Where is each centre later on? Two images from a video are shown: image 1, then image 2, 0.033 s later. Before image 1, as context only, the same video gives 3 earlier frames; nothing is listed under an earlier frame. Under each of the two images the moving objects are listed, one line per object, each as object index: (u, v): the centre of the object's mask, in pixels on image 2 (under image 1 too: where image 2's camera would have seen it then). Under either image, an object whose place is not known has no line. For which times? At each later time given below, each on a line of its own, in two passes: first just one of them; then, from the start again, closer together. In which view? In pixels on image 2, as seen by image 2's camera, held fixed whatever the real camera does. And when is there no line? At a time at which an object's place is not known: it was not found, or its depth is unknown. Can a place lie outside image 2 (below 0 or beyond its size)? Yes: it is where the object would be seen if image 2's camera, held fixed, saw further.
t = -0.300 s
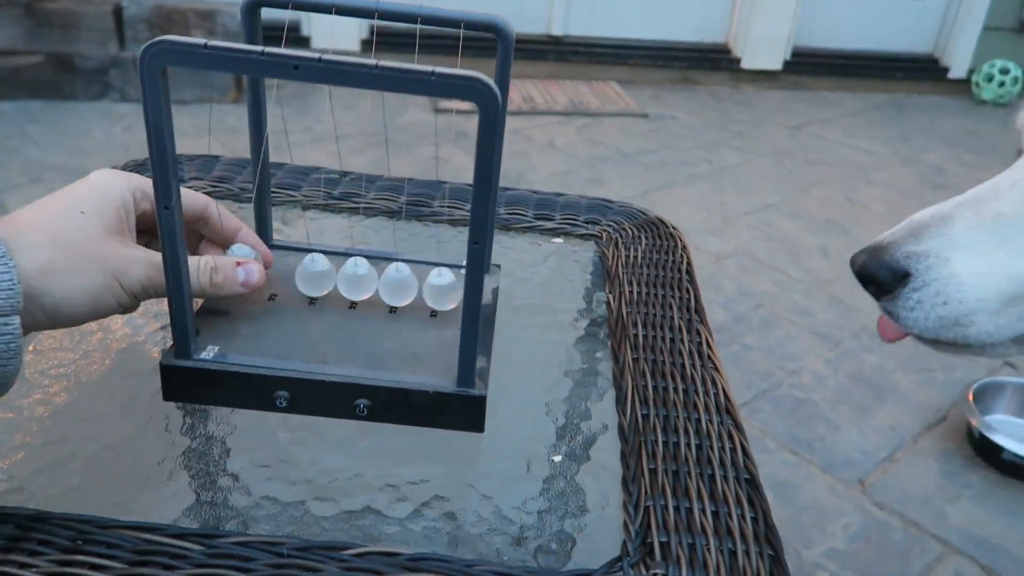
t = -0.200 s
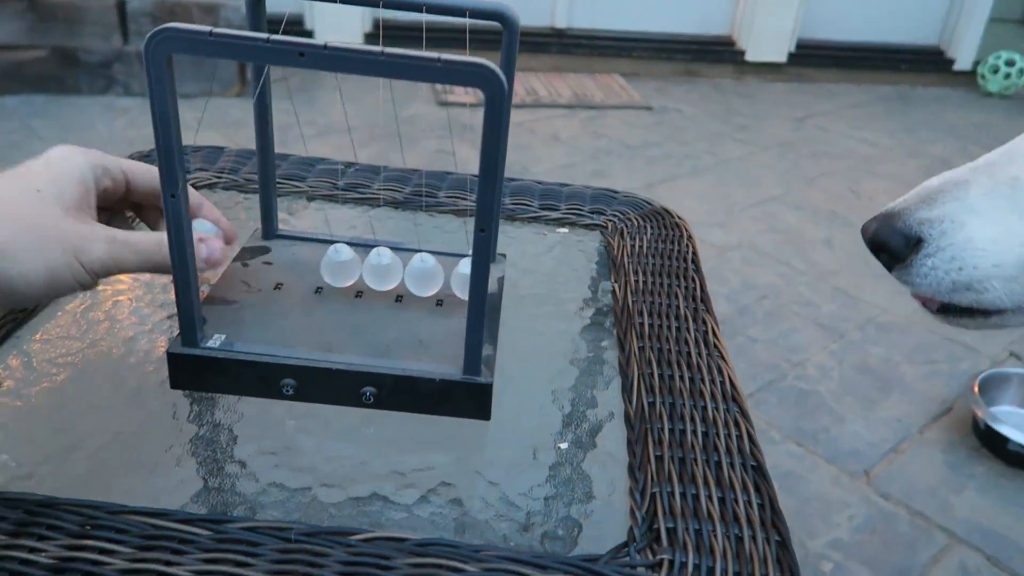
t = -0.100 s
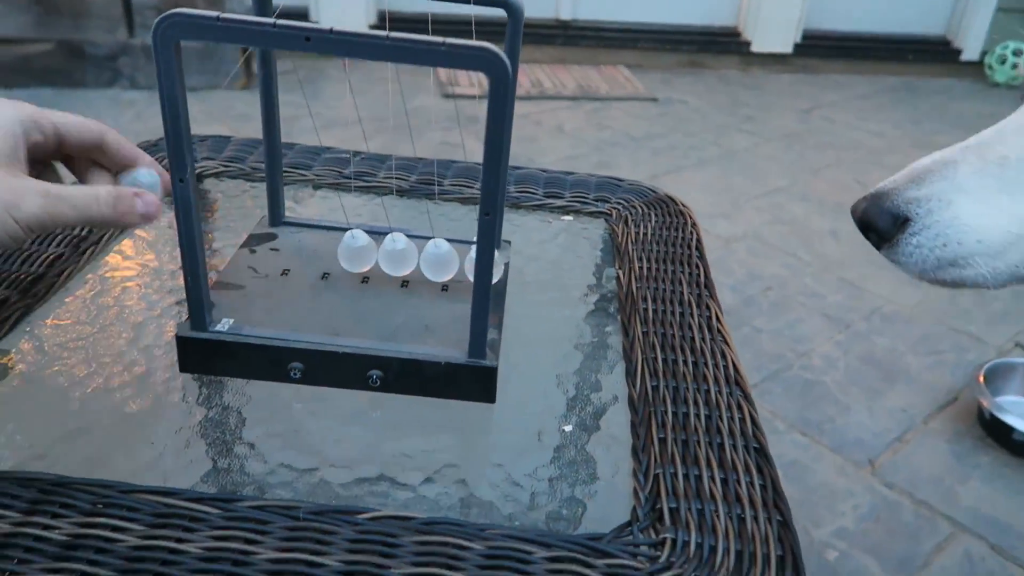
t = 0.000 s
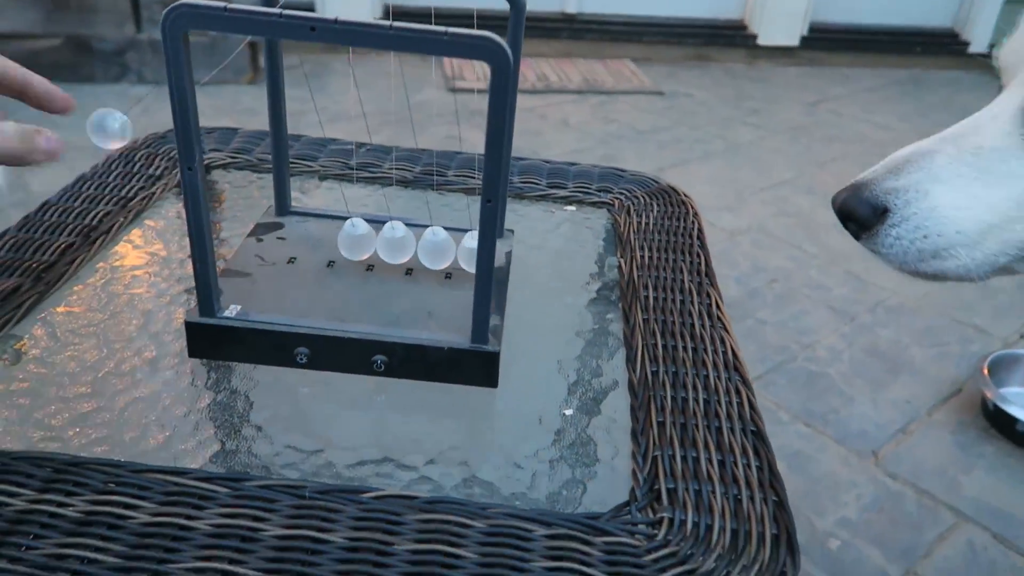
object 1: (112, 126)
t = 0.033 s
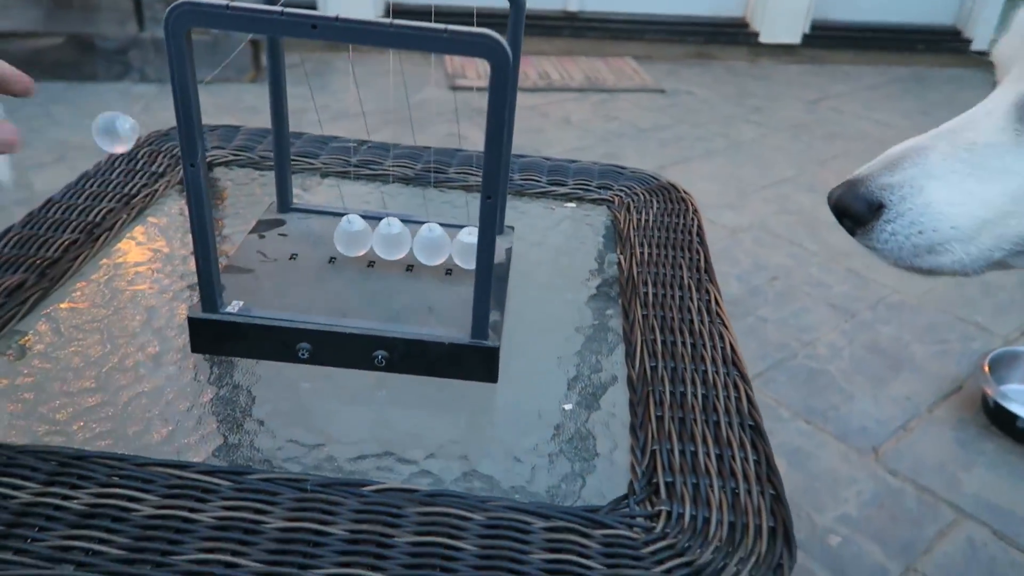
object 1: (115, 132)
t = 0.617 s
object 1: (292, 229)
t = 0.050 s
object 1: (119, 140)
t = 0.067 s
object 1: (127, 150)
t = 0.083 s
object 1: (137, 162)
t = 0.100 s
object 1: (151, 174)
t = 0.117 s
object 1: (167, 186)
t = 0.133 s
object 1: (178, 199)
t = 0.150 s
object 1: (222, 209)
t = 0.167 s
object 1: (242, 218)
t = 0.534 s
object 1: (308, 229)
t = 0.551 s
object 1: (311, 230)
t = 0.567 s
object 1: (314, 230)
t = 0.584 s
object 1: (317, 230)
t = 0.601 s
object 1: (314, 231)
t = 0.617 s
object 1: (292, 229)
